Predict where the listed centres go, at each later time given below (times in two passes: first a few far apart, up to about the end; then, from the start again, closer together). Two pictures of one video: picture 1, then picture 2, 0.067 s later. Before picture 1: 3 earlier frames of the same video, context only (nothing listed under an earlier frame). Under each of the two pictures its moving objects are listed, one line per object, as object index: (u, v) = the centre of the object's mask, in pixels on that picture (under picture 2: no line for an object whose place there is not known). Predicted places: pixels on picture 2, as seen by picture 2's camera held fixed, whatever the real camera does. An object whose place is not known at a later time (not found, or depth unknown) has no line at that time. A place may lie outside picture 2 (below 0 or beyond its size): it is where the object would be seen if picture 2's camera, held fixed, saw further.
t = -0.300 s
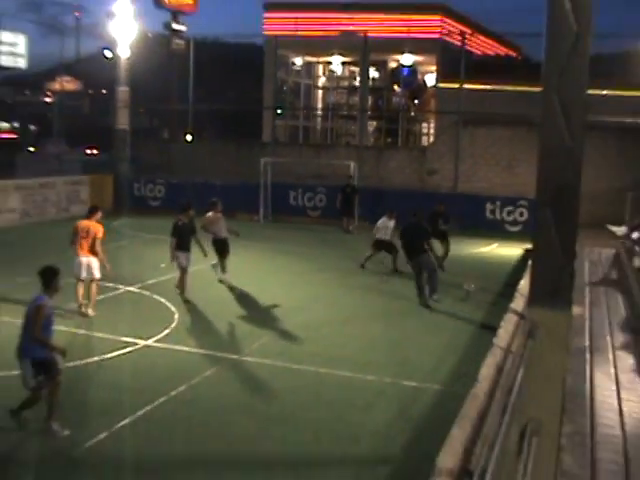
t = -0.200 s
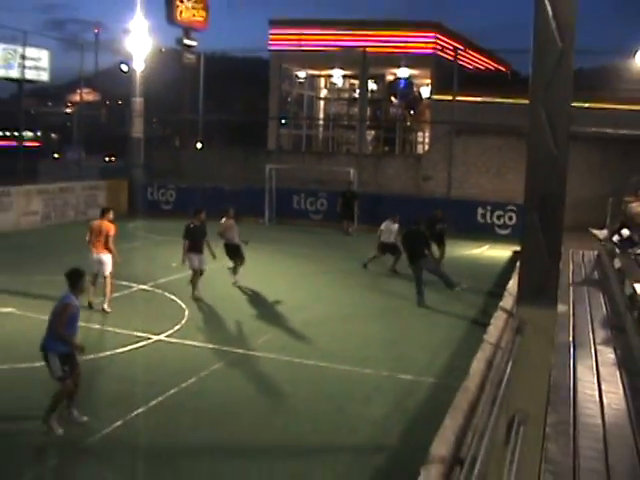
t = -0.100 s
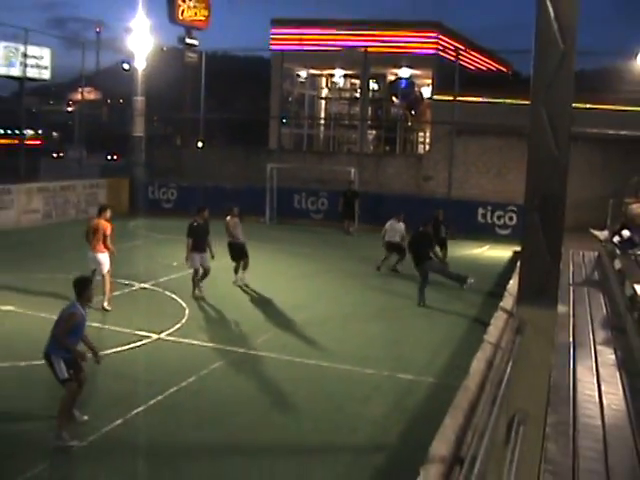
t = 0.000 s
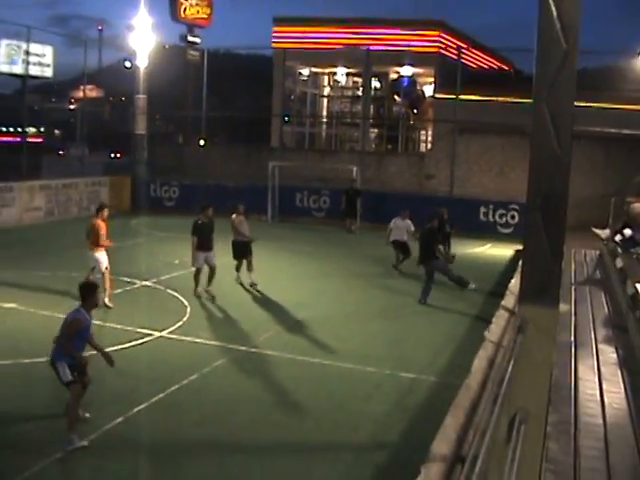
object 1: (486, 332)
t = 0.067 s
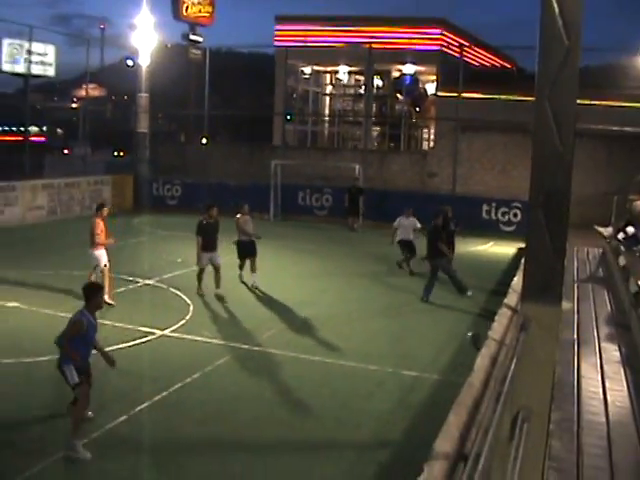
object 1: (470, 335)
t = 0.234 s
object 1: (432, 347)
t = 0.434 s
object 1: (382, 360)
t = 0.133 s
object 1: (457, 339)
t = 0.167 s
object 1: (449, 341)
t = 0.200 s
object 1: (440, 344)
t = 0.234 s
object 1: (432, 347)
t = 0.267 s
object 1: (424, 349)
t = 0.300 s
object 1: (415, 351)
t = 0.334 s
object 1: (407, 352)
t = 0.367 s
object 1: (399, 354)
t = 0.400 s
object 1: (390, 356)
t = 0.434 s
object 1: (382, 360)
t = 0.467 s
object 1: (372, 364)
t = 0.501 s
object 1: (362, 366)
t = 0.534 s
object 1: (355, 368)
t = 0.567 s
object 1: (345, 370)
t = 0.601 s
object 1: (335, 374)
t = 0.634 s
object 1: (322, 380)
